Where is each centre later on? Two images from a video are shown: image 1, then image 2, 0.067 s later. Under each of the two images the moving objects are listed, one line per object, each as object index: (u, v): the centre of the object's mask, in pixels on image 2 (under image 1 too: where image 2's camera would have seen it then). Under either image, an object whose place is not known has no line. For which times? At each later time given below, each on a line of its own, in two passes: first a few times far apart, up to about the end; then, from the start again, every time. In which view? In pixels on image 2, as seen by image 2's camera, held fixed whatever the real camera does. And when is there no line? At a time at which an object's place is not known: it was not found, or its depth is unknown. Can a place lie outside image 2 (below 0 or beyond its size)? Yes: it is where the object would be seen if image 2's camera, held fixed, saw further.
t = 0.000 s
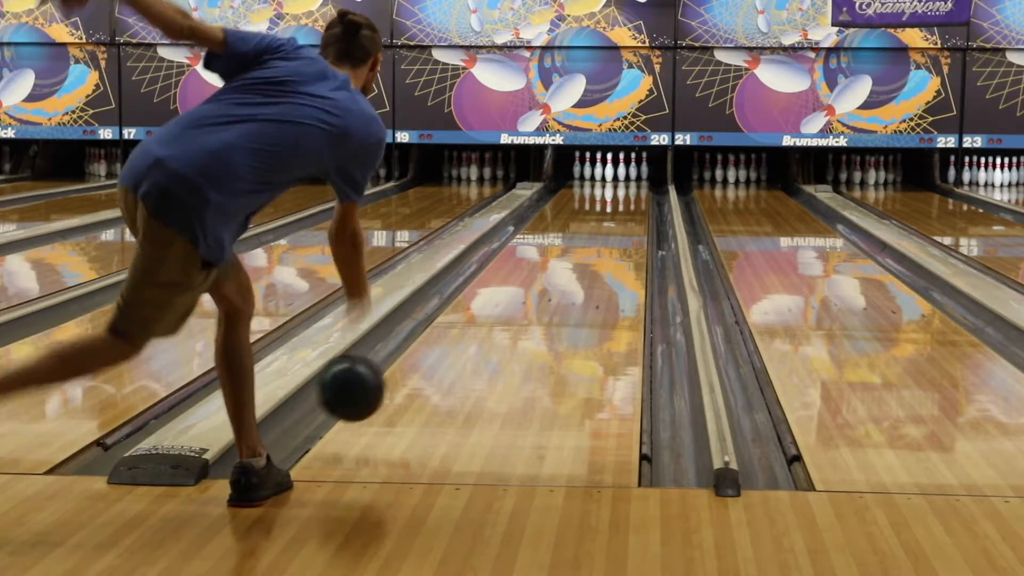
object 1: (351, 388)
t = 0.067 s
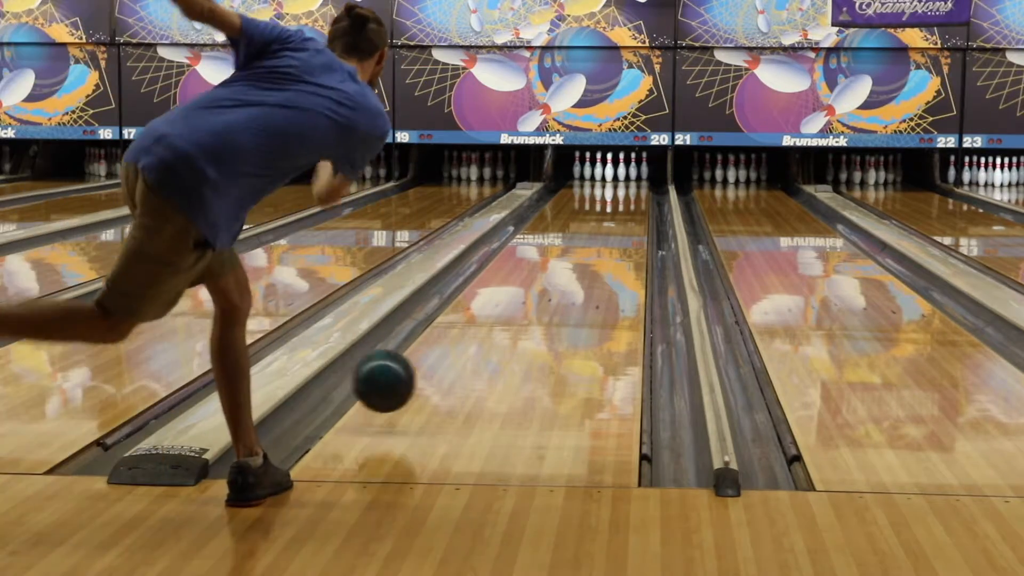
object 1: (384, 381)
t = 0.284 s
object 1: (461, 338)
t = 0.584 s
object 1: (526, 284)
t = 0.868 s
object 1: (563, 252)
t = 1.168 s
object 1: (589, 228)
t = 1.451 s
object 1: (606, 211)
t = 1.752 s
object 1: (617, 198)
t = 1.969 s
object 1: (622, 191)
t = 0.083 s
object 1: (391, 381)
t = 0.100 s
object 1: (399, 382)
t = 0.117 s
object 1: (406, 384)
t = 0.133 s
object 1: (412, 379)
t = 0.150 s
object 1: (419, 372)
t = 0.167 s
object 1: (424, 366)
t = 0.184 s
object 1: (430, 361)
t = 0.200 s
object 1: (436, 357)
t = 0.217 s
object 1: (441, 354)
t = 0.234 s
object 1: (446, 351)
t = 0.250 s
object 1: (451, 346)
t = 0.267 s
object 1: (457, 342)
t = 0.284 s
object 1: (461, 338)
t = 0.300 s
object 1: (466, 334)
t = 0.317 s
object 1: (470, 331)
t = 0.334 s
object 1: (474, 327)
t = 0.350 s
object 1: (479, 324)
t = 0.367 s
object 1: (483, 320)
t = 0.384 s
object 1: (487, 317)
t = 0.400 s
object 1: (490, 314)
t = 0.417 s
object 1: (494, 311)
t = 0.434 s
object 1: (498, 308)
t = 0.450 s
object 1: (501, 305)
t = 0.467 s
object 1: (504, 302)
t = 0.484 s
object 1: (508, 299)
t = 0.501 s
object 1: (511, 296)
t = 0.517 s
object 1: (514, 294)
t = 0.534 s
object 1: (517, 292)
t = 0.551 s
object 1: (520, 289)
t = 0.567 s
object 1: (523, 287)
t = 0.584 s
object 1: (526, 284)
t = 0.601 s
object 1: (528, 282)
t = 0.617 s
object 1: (531, 280)
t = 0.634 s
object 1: (533, 278)
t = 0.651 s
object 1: (536, 276)
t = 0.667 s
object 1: (538, 273)
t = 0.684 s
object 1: (540, 271)
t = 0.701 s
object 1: (543, 269)
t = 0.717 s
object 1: (545, 267)
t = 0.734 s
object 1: (547, 266)
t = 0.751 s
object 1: (550, 264)
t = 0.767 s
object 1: (552, 262)
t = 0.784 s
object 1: (554, 260)
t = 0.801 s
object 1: (555, 259)
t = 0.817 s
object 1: (557, 257)
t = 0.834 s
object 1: (559, 255)
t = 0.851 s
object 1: (561, 253)
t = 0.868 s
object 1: (563, 252)
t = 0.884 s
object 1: (565, 250)
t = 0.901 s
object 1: (567, 249)
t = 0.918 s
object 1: (568, 247)
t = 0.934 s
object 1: (570, 246)
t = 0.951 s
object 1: (571, 244)
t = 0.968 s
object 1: (573, 243)
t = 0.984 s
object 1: (575, 241)
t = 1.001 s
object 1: (576, 240)
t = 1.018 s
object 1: (578, 239)
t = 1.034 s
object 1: (579, 237)
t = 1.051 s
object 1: (581, 236)
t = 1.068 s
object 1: (582, 235)
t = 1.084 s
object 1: (583, 233)
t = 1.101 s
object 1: (584, 232)
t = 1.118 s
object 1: (586, 231)
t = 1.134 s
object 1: (587, 230)
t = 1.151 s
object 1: (588, 229)
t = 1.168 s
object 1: (589, 228)
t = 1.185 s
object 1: (590, 227)
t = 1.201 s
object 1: (592, 226)
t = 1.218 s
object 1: (593, 225)
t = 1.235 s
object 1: (594, 224)
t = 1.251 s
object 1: (595, 223)
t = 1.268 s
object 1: (596, 222)
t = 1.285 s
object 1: (597, 221)
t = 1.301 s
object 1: (598, 220)
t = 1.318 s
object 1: (599, 219)
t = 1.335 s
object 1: (600, 218)
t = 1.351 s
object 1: (601, 217)
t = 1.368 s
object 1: (602, 216)
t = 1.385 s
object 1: (603, 215)
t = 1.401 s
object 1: (604, 214)
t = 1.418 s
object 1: (604, 213)
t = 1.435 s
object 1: (605, 212)
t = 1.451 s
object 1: (606, 211)
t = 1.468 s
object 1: (606, 211)
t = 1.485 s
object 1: (607, 210)
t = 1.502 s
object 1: (608, 209)
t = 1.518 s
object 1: (609, 208)
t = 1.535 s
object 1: (610, 207)
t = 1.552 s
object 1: (610, 206)
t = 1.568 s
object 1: (611, 205)
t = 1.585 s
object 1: (611, 205)
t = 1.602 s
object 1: (612, 204)
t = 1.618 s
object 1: (613, 203)
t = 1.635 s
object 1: (613, 203)
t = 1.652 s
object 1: (614, 202)
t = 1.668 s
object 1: (615, 202)
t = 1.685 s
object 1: (615, 201)
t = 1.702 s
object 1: (615, 200)
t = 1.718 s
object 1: (616, 199)
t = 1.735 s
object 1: (616, 199)
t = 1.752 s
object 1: (617, 198)
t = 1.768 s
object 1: (617, 198)
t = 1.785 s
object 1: (618, 197)
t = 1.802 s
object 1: (618, 196)
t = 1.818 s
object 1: (619, 196)
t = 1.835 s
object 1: (619, 195)
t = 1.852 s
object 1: (620, 194)
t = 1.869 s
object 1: (620, 194)
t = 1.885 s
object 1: (620, 193)
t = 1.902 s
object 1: (621, 193)
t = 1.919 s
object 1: (621, 192)
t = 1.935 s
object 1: (621, 192)
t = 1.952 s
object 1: (622, 191)
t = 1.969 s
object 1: (622, 191)
